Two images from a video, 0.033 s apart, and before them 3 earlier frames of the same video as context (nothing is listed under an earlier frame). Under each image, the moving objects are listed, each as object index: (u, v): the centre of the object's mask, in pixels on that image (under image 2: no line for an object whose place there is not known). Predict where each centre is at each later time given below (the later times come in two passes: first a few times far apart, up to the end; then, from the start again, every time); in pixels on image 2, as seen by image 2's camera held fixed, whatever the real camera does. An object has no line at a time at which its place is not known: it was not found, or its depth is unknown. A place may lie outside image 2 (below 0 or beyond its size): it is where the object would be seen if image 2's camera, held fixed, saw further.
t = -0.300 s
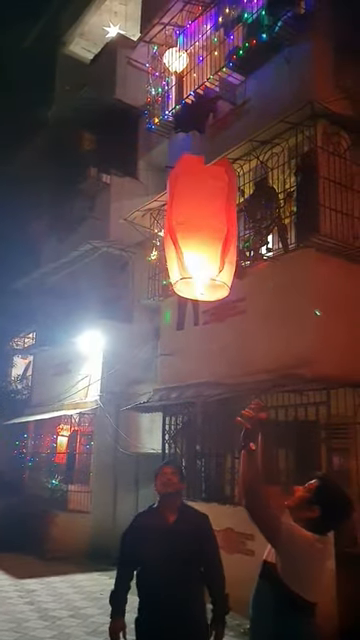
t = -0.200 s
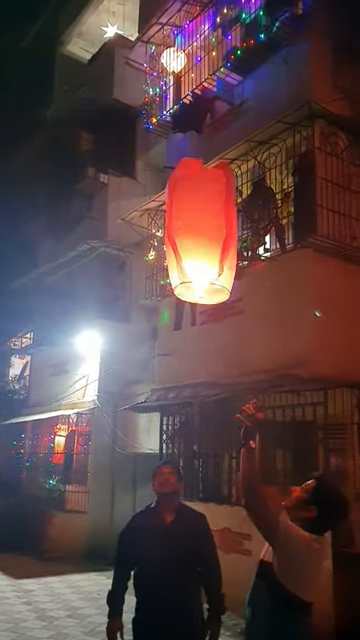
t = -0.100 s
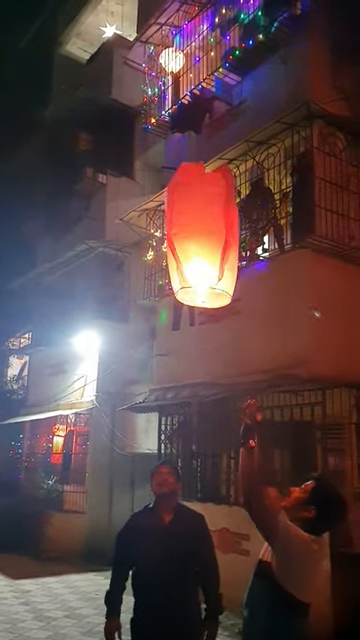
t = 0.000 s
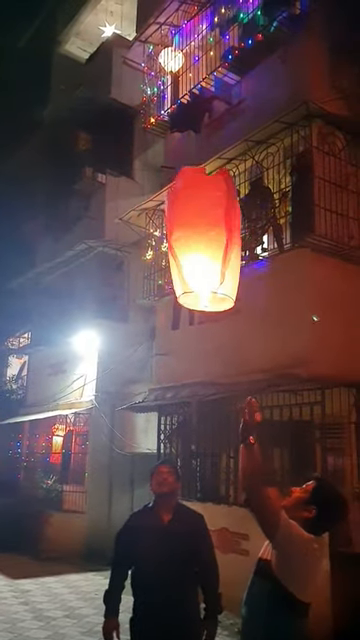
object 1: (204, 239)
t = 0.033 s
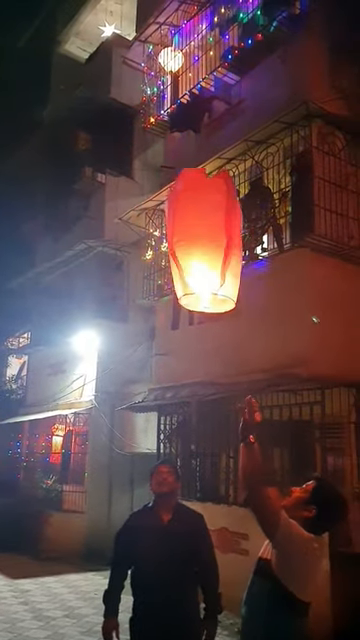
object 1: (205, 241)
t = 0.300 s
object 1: (212, 254)
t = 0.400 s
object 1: (215, 260)
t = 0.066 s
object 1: (205, 242)
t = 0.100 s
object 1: (206, 244)
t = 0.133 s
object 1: (207, 245)
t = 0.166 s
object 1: (208, 247)
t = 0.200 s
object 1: (209, 249)
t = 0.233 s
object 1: (210, 250)
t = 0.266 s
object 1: (211, 253)
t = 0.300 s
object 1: (212, 254)
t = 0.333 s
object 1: (213, 256)
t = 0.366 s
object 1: (214, 257)
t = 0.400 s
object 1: (215, 260)
